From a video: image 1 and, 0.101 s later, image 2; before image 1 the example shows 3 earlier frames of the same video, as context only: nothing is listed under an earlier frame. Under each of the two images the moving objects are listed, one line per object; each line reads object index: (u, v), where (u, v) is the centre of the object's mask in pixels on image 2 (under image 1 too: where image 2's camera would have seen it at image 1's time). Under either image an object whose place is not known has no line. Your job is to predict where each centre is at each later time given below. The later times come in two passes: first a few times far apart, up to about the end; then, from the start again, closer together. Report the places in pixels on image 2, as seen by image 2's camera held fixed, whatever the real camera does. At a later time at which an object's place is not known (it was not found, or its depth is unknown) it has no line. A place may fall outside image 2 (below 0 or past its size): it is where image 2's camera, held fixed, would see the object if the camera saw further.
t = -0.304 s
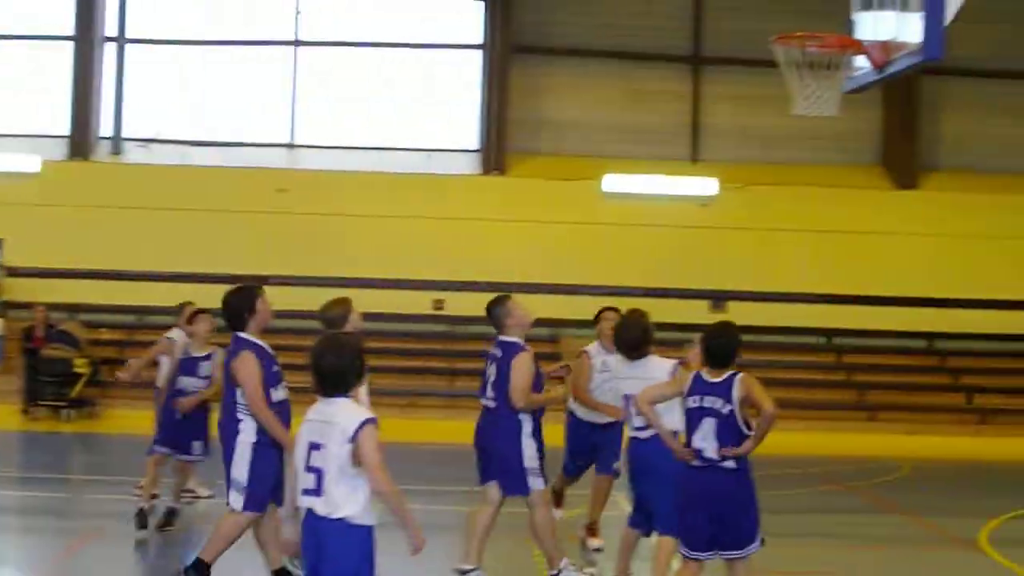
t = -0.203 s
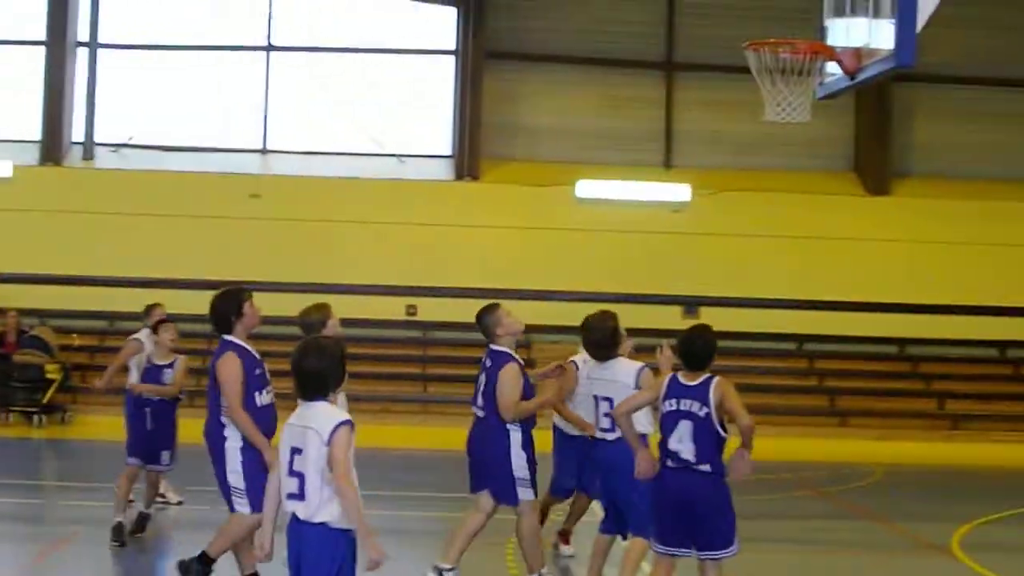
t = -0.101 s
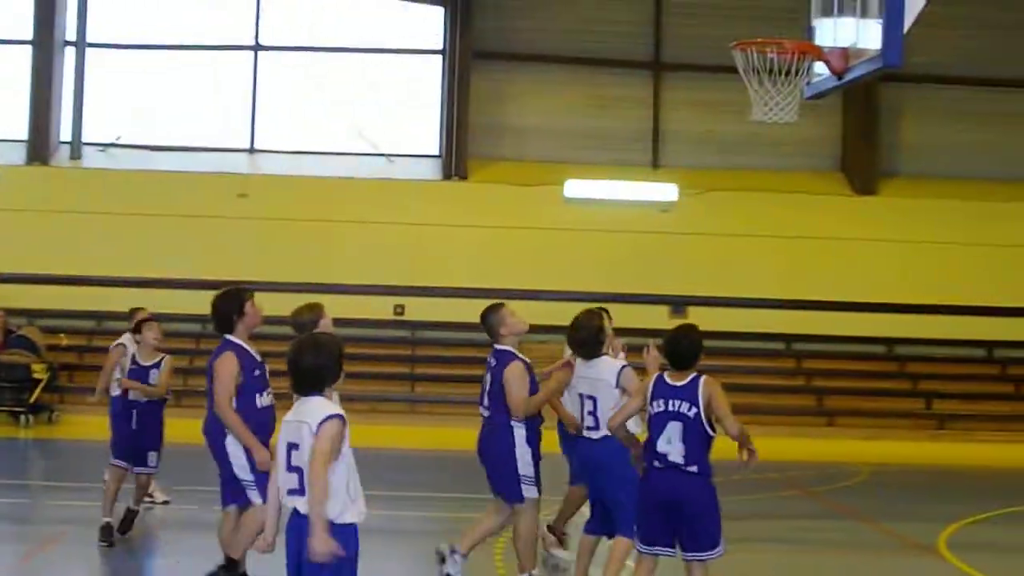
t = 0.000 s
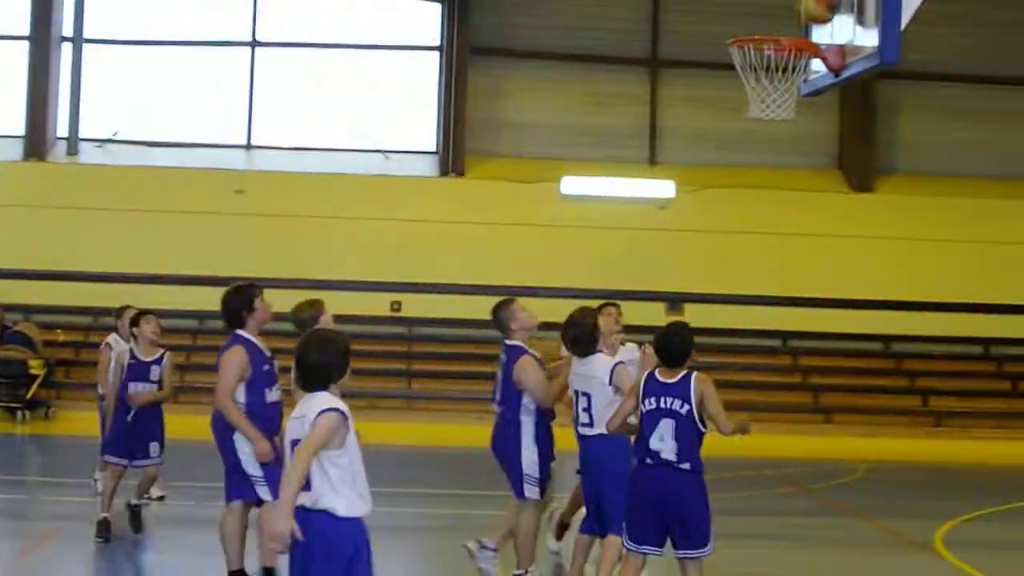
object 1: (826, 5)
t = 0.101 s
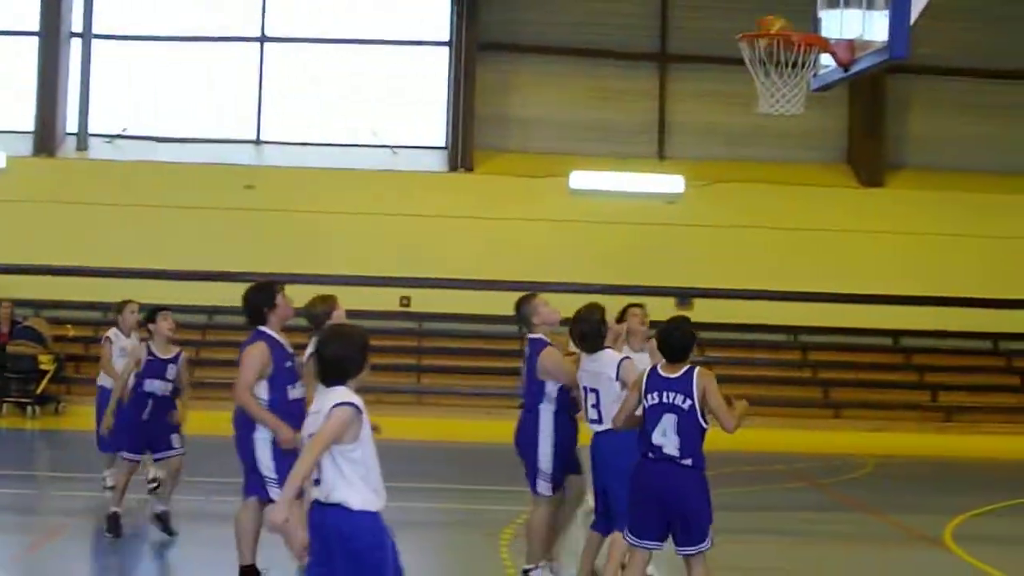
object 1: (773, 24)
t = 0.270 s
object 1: (803, 28)
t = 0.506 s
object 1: (742, 63)
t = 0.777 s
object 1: (775, 110)
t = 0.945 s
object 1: (806, 136)
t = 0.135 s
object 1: (764, 26)
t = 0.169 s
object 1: (766, 26)
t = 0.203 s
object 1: (782, 26)
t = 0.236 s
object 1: (796, 27)
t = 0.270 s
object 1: (803, 28)
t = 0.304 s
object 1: (796, 56)
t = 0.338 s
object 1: (790, 58)
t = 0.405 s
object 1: (773, 61)
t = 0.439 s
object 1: (759, 64)
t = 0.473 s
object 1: (751, 64)
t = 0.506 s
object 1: (742, 63)
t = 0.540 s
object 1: (743, 94)
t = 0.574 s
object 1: (744, 95)
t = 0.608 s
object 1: (747, 97)
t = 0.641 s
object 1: (751, 100)
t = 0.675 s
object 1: (756, 102)
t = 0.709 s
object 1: (762, 105)
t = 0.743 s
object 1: (769, 108)
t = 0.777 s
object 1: (775, 110)
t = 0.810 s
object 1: (780, 115)
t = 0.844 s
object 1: (789, 117)
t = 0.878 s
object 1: (795, 120)
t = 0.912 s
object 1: (800, 126)
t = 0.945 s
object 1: (806, 136)
